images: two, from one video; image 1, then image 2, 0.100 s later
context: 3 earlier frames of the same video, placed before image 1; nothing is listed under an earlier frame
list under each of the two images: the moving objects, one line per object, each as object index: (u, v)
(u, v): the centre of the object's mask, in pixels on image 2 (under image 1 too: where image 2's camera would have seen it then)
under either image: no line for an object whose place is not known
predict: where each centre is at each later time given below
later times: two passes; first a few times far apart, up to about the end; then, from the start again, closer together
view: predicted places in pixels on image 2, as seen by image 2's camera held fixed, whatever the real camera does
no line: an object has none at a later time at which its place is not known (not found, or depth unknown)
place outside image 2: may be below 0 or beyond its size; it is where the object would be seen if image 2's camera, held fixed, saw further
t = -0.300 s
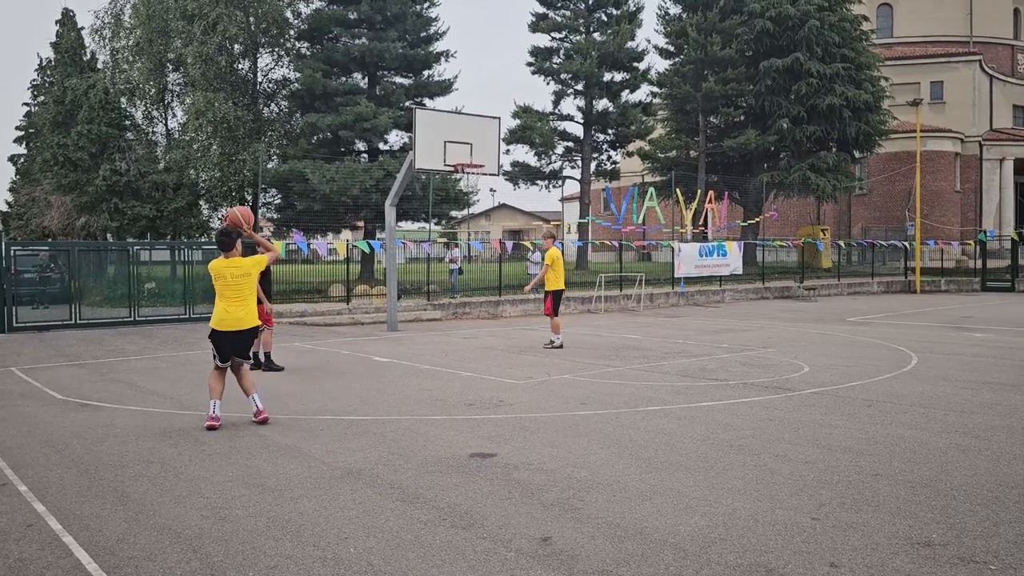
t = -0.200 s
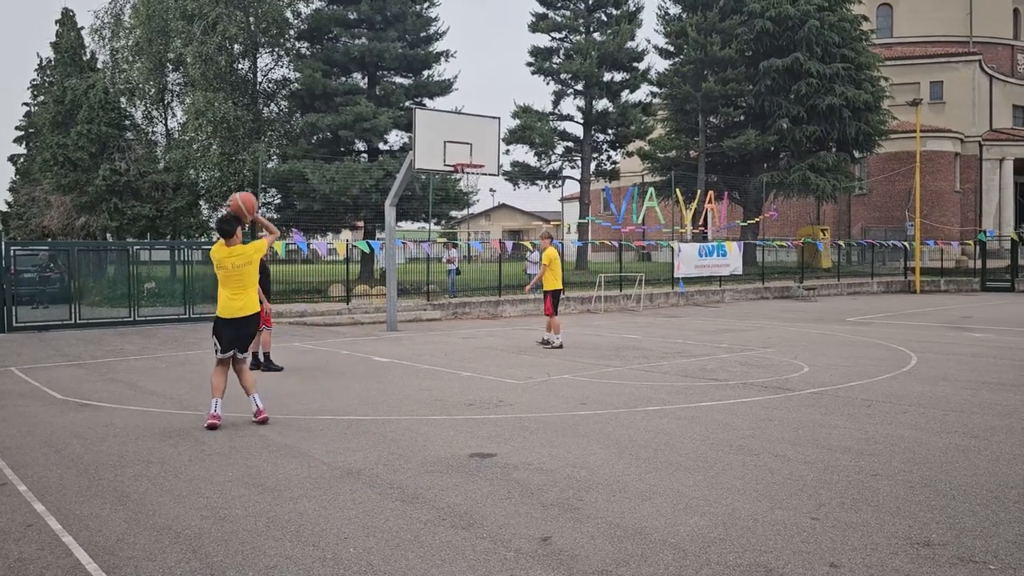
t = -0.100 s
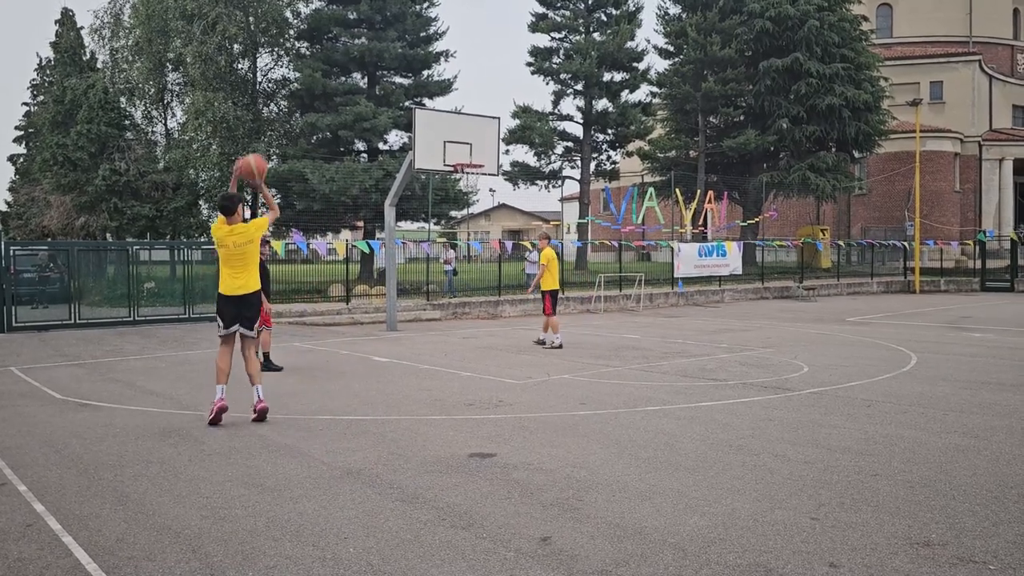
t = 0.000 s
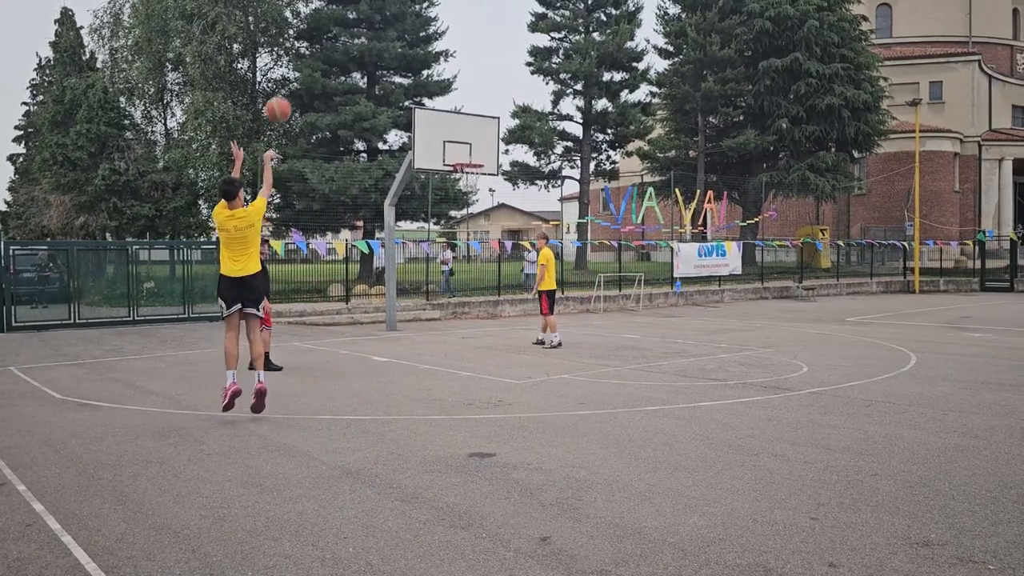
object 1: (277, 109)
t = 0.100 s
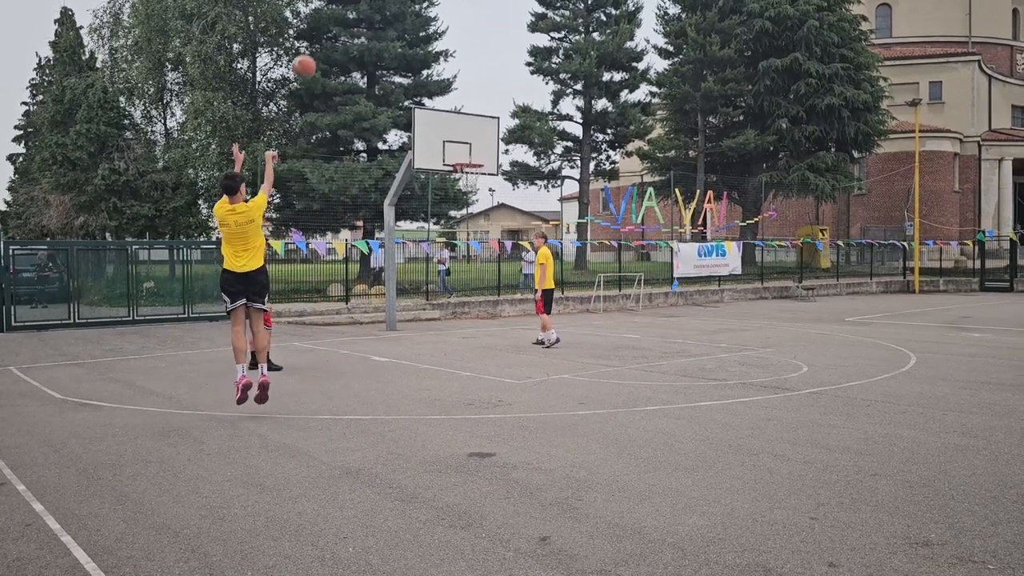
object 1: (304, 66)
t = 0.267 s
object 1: (340, 25)
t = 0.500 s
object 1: (383, 15)
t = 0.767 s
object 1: (421, 51)
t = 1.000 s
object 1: (449, 112)
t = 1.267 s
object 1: (472, 134)
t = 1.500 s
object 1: (490, 116)
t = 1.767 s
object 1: (510, 130)
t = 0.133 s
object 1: (311, 55)
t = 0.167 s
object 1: (319, 45)
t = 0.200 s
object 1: (326, 38)
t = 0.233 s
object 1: (333, 30)
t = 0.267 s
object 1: (340, 25)
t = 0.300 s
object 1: (347, 20)
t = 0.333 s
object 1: (353, 17)
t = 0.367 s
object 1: (360, 15)
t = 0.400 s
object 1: (366, 14)
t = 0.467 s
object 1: (377, 14)
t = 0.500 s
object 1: (383, 15)
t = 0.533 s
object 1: (388, 17)
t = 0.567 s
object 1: (393, 20)
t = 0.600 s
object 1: (399, 23)
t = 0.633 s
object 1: (404, 28)
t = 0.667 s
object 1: (408, 33)
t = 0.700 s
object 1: (413, 38)
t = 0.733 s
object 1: (418, 44)
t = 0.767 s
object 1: (421, 51)
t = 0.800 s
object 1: (425, 58)
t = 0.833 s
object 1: (429, 66)
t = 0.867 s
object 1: (434, 74)
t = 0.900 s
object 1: (437, 84)
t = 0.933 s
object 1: (441, 92)
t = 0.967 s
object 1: (445, 102)
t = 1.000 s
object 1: (449, 112)
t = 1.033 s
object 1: (452, 123)
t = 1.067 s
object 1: (456, 134)
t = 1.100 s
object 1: (459, 145)
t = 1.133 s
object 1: (463, 157)
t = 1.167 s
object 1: (465, 152)
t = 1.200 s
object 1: (468, 146)
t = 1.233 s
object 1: (470, 140)
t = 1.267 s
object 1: (472, 134)
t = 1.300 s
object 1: (475, 129)
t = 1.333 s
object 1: (477, 125)
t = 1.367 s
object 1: (480, 122)
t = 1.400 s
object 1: (483, 120)
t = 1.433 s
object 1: (485, 118)
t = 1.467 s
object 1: (487, 116)
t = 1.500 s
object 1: (490, 116)
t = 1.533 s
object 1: (493, 116)
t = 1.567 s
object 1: (494, 116)
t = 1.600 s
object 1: (497, 117)
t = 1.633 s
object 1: (500, 119)
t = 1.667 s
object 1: (502, 122)
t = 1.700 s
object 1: (505, 125)
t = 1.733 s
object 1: (507, 127)
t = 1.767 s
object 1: (510, 130)
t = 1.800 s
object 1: (511, 135)
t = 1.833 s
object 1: (514, 140)
